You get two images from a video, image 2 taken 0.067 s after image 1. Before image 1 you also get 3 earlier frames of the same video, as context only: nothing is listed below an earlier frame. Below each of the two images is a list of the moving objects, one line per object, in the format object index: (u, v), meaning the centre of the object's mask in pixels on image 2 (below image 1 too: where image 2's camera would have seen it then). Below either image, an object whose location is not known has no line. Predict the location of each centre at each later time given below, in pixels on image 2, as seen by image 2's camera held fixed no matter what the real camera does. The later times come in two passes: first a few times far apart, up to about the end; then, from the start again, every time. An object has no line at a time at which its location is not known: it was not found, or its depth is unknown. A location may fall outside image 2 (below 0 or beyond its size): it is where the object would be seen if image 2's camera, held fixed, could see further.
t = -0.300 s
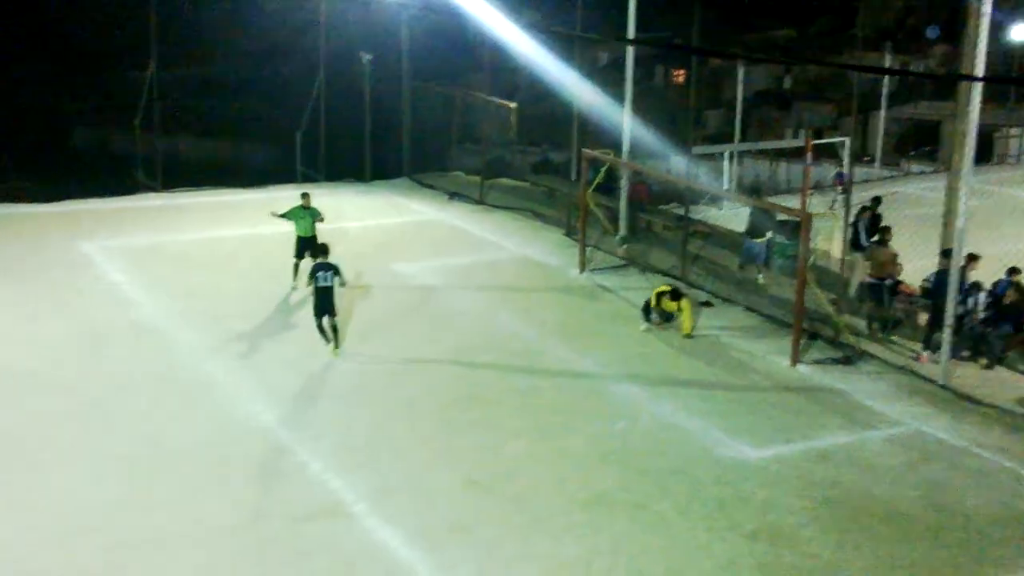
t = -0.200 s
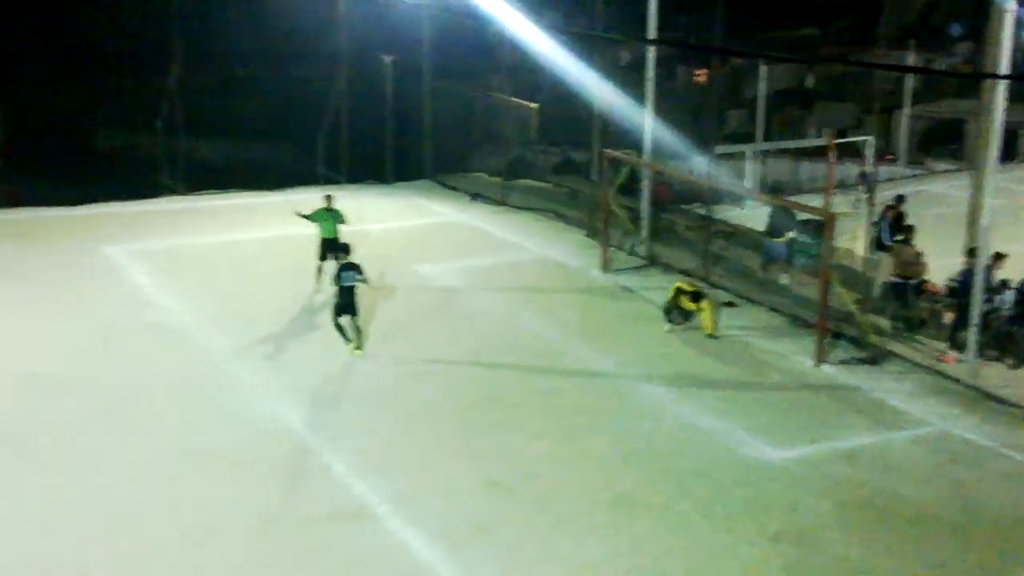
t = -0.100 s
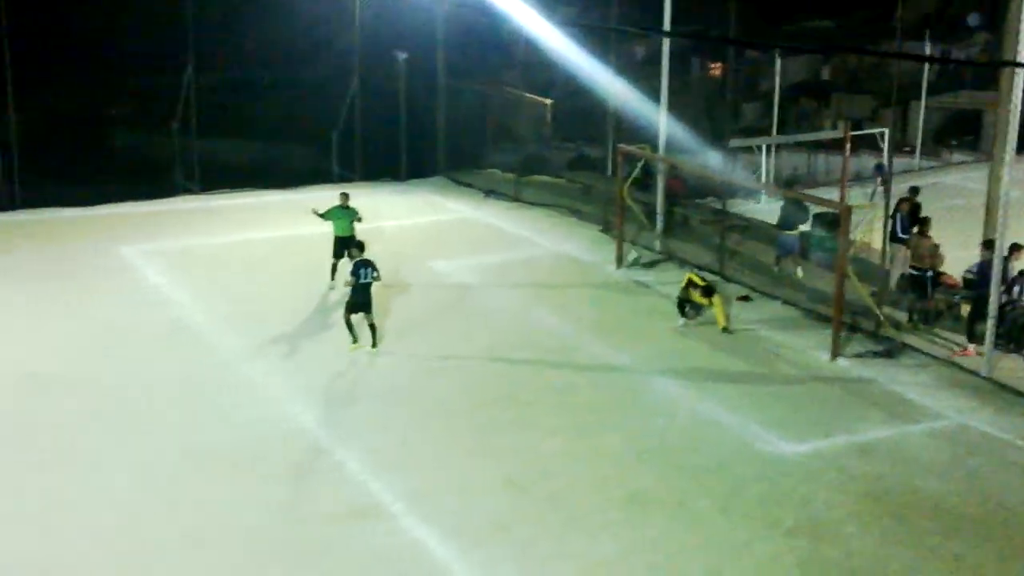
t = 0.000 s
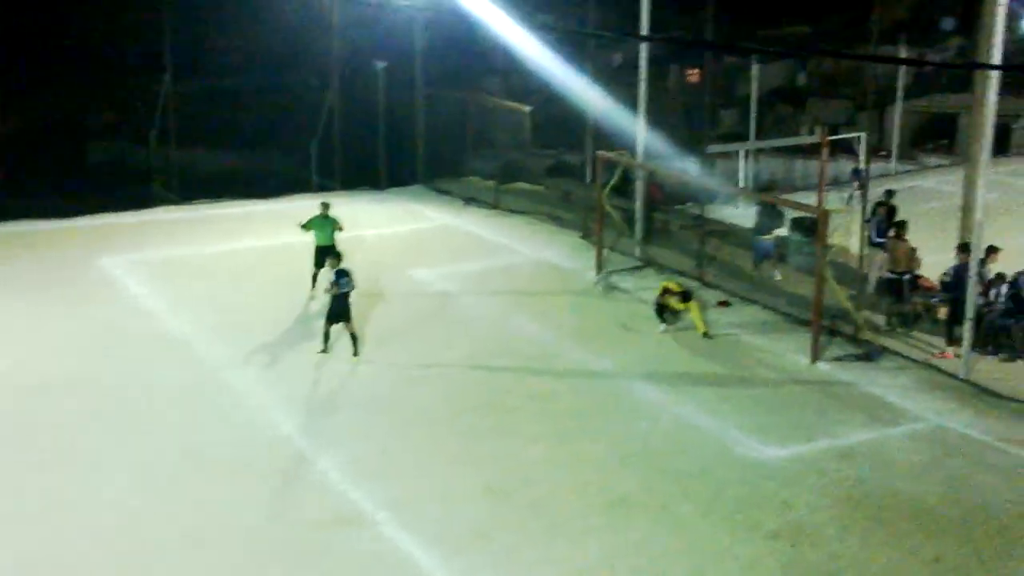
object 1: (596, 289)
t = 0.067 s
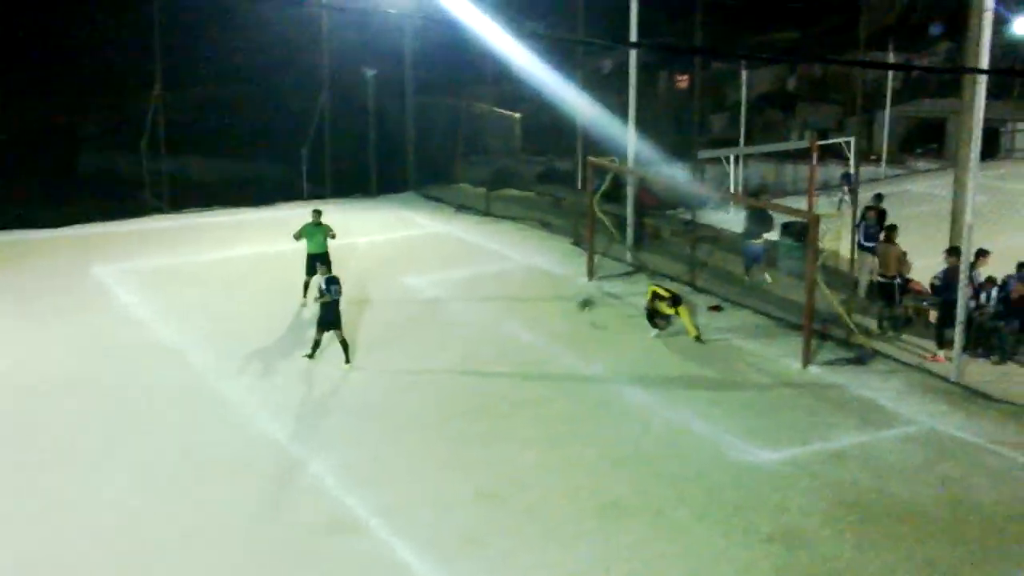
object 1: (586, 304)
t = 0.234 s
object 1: (570, 296)
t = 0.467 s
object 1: (549, 283)
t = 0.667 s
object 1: (533, 300)
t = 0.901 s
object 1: (511, 307)
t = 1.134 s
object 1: (491, 312)
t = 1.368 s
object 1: (467, 316)
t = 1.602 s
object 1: (447, 320)
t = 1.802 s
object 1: (428, 323)
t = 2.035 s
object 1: (407, 327)
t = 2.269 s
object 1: (385, 328)
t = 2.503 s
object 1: (367, 330)
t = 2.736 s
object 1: (347, 329)
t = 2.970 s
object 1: (327, 331)
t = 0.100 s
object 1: (581, 311)
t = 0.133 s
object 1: (576, 307)
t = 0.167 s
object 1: (576, 303)
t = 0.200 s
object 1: (575, 298)
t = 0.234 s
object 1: (570, 296)
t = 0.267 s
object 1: (566, 290)
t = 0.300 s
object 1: (564, 287)
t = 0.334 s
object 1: (561, 286)
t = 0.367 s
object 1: (559, 284)
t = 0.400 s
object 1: (556, 282)
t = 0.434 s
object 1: (552, 283)
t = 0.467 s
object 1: (549, 283)
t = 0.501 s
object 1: (546, 285)
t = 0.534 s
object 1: (543, 286)
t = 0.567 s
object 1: (540, 289)
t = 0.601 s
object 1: (537, 294)
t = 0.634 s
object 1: (536, 296)
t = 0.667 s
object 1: (533, 300)
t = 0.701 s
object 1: (531, 305)
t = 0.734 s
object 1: (530, 310)
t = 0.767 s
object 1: (525, 316)
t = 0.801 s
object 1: (522, 314)
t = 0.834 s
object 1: (518, 311)
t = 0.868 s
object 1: (515, 307)
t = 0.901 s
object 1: (511, 307)
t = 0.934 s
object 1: (508, 306)
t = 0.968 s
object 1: (505, 306)
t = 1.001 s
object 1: (502, 306)
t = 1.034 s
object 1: (500, 307)
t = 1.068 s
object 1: (498, 309)
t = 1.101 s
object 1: (495, 309)
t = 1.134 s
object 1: (491, 312)
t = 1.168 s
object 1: (489, 315)
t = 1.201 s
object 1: (485, 318)
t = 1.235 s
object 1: (481, 318)
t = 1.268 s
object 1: (478, 317)
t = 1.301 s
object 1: (474, 316)
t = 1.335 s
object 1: (471, 316)
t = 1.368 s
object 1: (467, 316)
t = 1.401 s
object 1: (464, 317)
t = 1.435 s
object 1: (461, 318)
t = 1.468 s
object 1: (459, 320)
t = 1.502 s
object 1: (455, 323)
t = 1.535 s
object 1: (453, 323)
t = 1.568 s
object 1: (450, 321)
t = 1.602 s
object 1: (447, 320)
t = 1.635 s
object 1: (445, 320)
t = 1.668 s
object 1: (442, 320)
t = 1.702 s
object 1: (438, 321)
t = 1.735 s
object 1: (434, 323)
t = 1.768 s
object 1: (432, 324)
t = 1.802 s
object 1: (428, 323)
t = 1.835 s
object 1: (425, 324)
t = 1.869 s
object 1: (422, 325)
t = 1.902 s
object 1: (418, 326)
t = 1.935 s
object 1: (416, 325)
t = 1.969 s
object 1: (413, 326)
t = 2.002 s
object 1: (410, 327)
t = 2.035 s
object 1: (407, 327)
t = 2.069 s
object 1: (405, 326)
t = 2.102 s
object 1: (402, 326)
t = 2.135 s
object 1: (399, 326)
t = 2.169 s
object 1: (395, 327)
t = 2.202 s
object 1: (392, 327)
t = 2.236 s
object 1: (389, 327)
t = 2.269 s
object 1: (385, 328)
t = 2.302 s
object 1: (383, 328)
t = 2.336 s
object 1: (380, 328)
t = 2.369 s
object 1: (377, 328)
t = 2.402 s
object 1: (374, 328)
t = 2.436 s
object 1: (372, 329)
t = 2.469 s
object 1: (370, 329)
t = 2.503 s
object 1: (367, 330)
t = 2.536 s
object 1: (364, 329)
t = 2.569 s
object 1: (361, 329)
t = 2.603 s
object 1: (358, 329)
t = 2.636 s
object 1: (356, 329)
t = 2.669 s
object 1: (353, 329)
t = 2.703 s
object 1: (350, 329)
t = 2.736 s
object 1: (347, 329)
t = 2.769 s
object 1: (344, 330)
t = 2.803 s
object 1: (342, 330)
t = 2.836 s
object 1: (339, 330)
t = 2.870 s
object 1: (335, 330)
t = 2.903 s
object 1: (333, 330)
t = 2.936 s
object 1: (329, 331)
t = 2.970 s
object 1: (327, 331)
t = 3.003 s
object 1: (325, 332)
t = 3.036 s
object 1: (323, 332)
